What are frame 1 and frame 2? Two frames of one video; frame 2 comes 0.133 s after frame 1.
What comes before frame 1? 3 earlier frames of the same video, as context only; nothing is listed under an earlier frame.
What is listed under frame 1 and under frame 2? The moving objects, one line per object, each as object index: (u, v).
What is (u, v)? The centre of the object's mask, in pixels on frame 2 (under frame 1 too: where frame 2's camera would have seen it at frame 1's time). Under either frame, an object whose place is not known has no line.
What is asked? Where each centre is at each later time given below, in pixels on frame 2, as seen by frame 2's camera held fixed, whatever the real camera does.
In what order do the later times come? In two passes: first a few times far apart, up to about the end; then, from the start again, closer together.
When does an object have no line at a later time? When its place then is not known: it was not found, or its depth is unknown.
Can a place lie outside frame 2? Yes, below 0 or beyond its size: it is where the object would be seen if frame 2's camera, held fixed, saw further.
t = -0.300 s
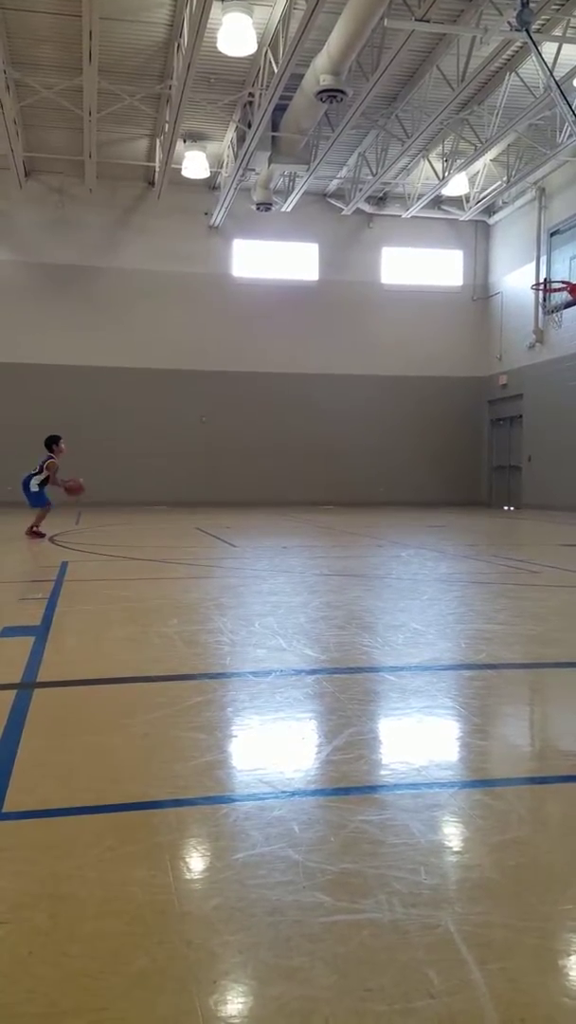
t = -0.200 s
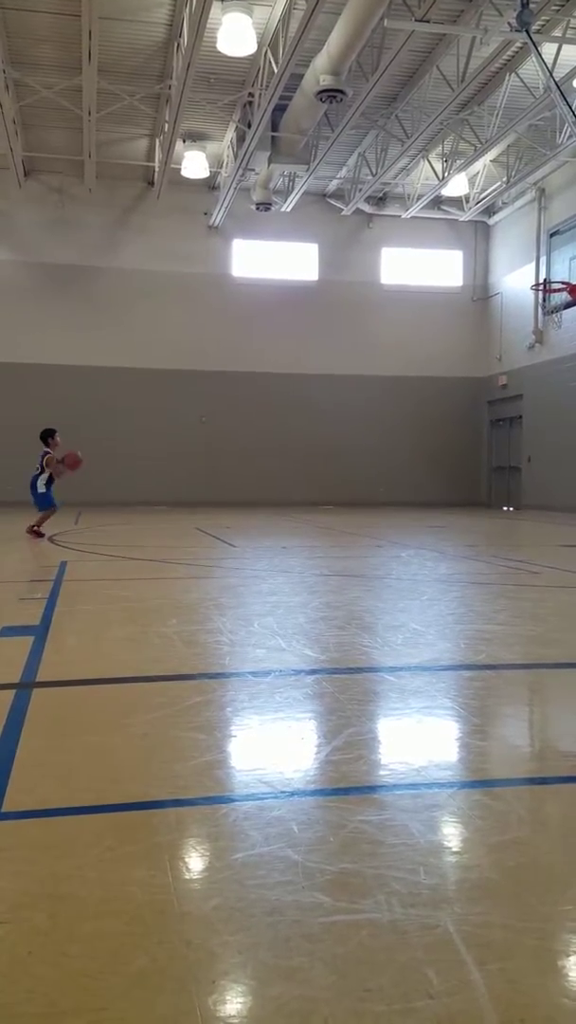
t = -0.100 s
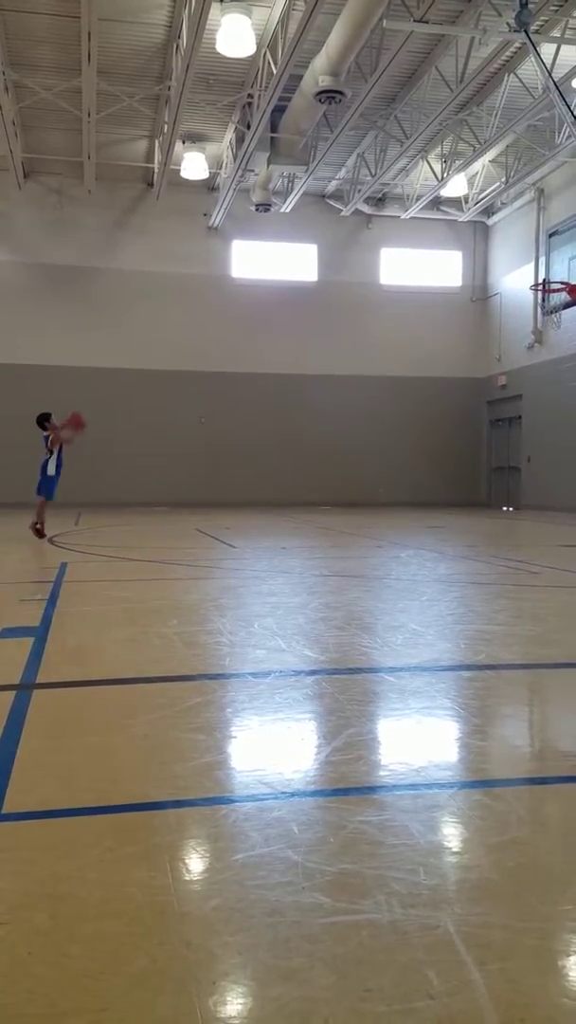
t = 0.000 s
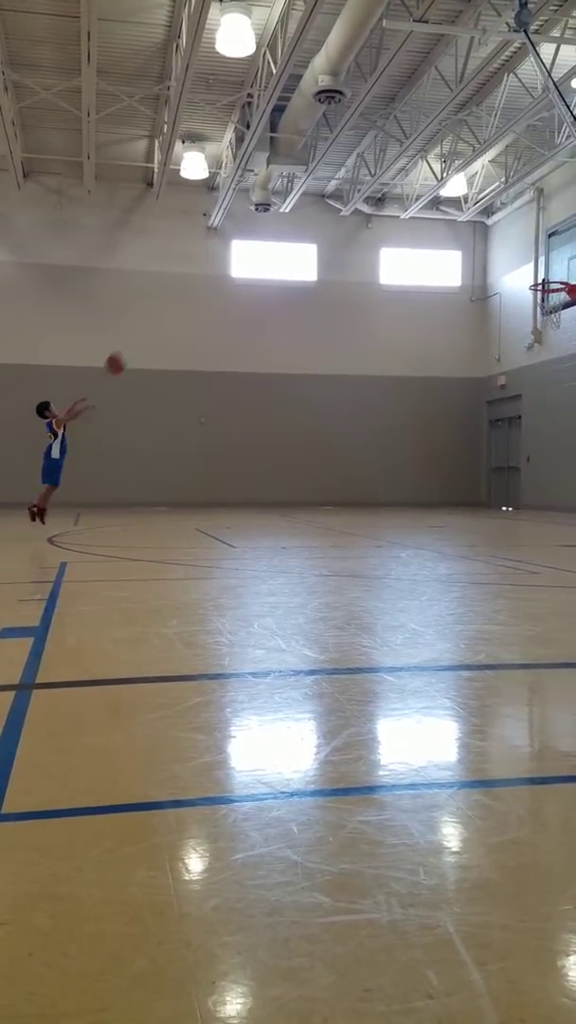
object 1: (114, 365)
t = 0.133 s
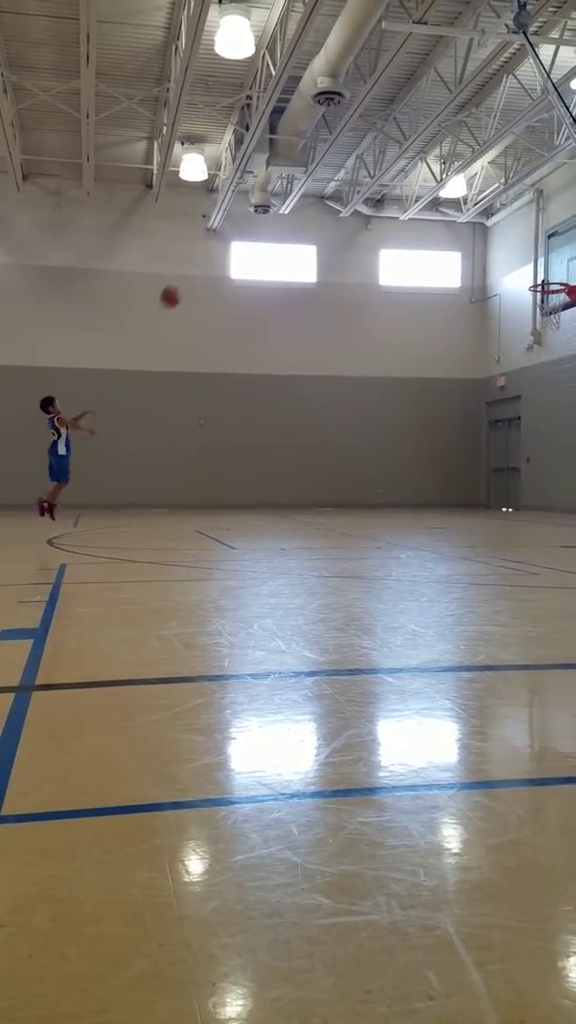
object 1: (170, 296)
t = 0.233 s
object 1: (209, 256)
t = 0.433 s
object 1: (287, 202)
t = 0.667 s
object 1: (375, 181)
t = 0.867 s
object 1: (446, 200)
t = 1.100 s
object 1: (525, 258)
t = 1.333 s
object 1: (568, 273)
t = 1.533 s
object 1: (529, 277)
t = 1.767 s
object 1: (509, 282)
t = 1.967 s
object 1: (490, 322)
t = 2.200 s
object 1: (469, 405)
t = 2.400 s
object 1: (454, 507)
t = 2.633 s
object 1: (436, 453)
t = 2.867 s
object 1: (419, 405)
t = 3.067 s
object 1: (404, 398)
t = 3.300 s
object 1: (387, 427)
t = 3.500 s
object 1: (374, 485)
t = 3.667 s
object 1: (363, 507)
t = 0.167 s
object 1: (183, 282)
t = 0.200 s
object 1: (196, 269)
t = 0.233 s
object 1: (209, 256)
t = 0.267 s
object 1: (222, 244)
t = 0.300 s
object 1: (236, 233)
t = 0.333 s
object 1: (249, 224)
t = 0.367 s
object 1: (262, 216)
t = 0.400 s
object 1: (274, 209)
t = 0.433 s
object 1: (287, 202)
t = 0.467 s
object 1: (301, 195)
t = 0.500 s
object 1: (313, 191)
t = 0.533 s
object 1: (325, 187)
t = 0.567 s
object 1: (338, 184)
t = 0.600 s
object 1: (350, 182)
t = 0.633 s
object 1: (363, 181)
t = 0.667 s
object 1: (375, 181)
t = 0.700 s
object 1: (387, 182)
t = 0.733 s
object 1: (399, 183)
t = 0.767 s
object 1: (411, 186)
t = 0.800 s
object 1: (423, 189)
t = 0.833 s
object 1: (435, 194)
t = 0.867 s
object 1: (446, 200)
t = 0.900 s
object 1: (458, 205)
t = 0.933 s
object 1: (469, 212)
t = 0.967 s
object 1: (481, 220)
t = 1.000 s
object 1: (492, 228)
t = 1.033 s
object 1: (503, 238)
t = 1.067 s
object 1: (514, 248)
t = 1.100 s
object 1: (525, 258)
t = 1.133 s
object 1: (536, 270)
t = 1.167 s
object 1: (544, 276)
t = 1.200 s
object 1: (552, 274)
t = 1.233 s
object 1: (559, 274)
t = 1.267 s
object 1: (566, 274)
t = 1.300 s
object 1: (573, 275)
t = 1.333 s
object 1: (568, 273)
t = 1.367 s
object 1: (561, 273)
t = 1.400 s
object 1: (554, 273)
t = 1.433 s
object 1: (547, 273)
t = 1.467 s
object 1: (540, 275)
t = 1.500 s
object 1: (533, 277)
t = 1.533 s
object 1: (529, 277)
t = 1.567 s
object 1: (527, 275)
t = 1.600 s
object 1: (524, 274)
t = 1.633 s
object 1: (520, 274)
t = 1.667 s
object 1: (517, 274)
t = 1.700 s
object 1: (514, 276)
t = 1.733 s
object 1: (511, 279)
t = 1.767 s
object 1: (509, 282)
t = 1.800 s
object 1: (506, 287)
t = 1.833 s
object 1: (502, 292)
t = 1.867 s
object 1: (499, 298)
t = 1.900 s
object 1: (496, 305)
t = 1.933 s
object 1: (493, 313)
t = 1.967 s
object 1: (490, 322)
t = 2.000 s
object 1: (488, 332)
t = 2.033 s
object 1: (484, 342)
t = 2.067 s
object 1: (481, 353)
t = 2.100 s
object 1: (478, 366)
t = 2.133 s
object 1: (475, 378)
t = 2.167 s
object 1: (473, 390)
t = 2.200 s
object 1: (469, 405)
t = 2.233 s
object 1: (467, 421)
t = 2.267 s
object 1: (463, 437)
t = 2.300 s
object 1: (461, 453)
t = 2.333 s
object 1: (459, 470)
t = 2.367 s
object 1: (457, 488)
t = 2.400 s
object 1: (454, 507)
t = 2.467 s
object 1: (449, 513)
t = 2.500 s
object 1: (446, 499)
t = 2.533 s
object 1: (444, 486)
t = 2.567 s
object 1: (441, 475)
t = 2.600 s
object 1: (439, 463)
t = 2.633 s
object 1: (436, 453)
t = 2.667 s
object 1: (433, 444)
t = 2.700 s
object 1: (431, 435)
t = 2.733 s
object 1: (428, 427)
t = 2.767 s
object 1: (427, 420)
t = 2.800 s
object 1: (424, 414)
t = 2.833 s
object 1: (422, 409)
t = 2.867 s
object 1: (419, 405)
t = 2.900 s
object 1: (417, 401)
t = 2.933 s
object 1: (414, 399)
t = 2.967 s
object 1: (412, 397)
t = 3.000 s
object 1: (409, 396)
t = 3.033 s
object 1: (407, 396)
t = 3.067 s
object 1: (404, 398)
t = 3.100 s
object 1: (402, 399)
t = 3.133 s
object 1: (400, 402)
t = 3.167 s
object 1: (398, 405)
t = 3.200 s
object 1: (395, 409)
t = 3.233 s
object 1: (393, 414)
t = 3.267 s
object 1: (391, 420)
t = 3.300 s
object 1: (387, 427)
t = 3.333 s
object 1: (385, 435)
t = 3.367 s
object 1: (384, 443)
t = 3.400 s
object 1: (381, 452)
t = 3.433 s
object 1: (378, 462)
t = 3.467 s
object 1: (376, 473)
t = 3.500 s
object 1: (374, 485)
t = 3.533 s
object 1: (370, 498)
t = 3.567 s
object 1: (368, 510)
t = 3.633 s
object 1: (364, 518)
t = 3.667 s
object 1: (363, 507)
